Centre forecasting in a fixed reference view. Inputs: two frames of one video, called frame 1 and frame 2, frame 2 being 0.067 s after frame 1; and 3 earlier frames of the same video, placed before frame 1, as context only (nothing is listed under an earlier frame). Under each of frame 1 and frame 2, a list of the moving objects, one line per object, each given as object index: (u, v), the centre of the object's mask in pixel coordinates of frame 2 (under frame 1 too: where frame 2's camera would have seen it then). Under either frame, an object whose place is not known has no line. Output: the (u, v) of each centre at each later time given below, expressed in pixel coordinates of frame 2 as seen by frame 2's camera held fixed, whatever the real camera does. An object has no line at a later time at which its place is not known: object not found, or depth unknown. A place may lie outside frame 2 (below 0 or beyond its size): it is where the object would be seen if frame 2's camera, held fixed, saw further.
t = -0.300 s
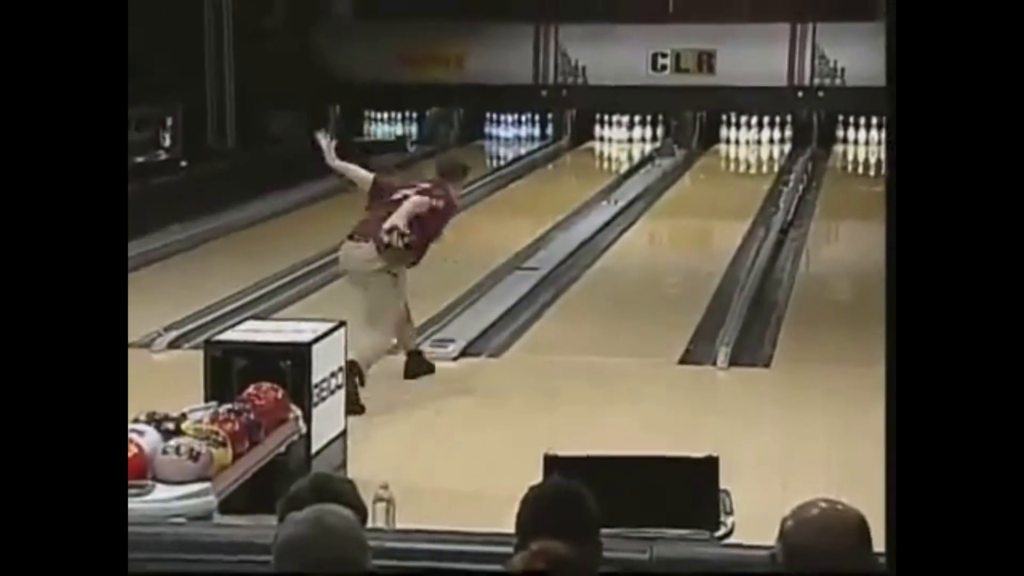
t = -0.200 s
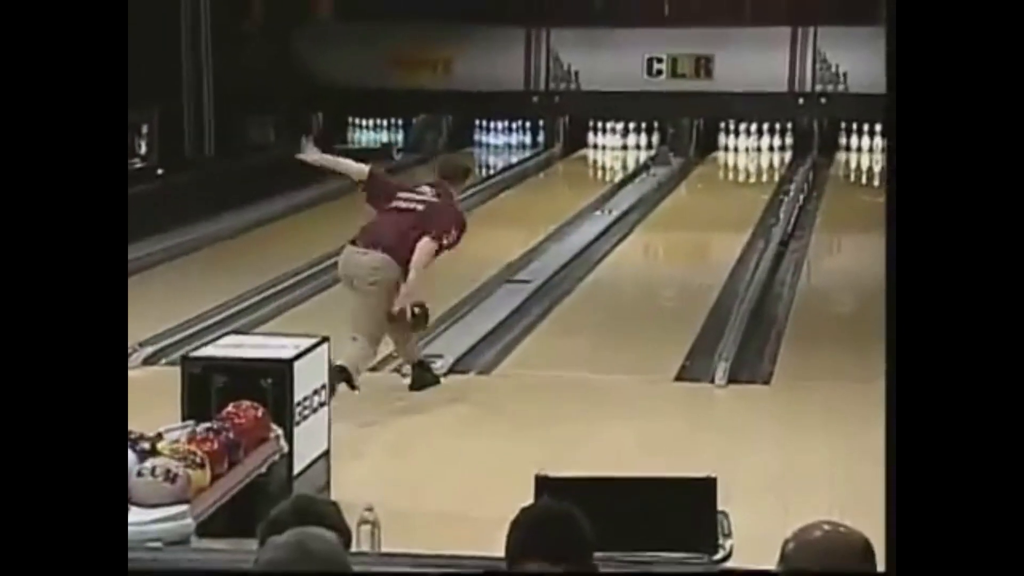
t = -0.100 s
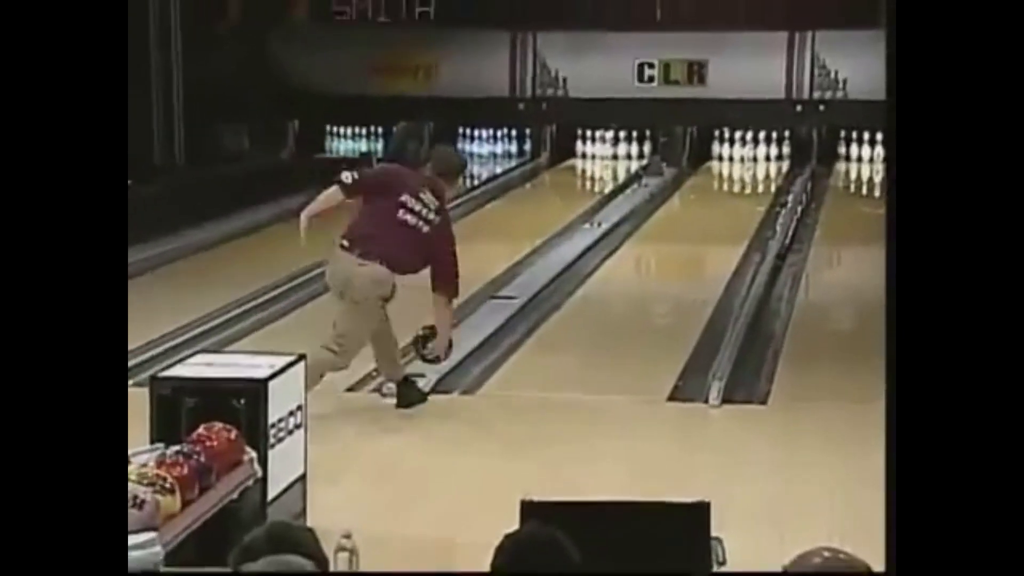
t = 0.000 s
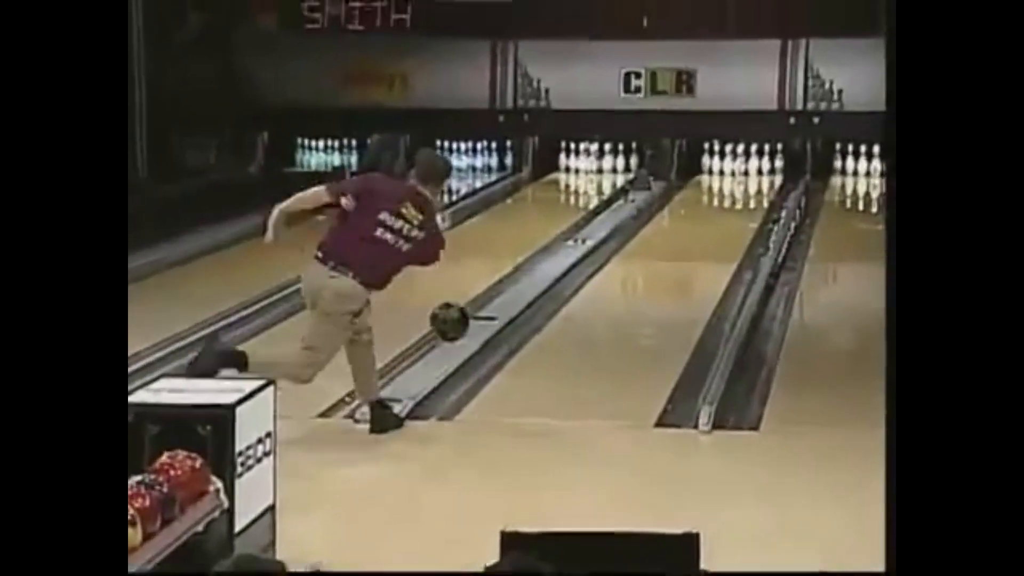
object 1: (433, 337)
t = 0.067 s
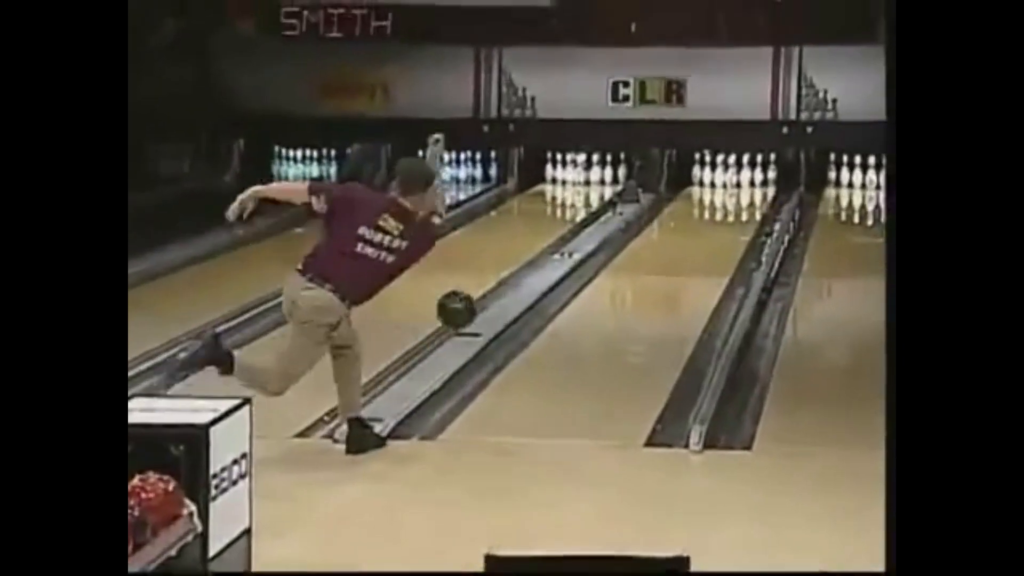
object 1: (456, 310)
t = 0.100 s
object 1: (468, 299)
